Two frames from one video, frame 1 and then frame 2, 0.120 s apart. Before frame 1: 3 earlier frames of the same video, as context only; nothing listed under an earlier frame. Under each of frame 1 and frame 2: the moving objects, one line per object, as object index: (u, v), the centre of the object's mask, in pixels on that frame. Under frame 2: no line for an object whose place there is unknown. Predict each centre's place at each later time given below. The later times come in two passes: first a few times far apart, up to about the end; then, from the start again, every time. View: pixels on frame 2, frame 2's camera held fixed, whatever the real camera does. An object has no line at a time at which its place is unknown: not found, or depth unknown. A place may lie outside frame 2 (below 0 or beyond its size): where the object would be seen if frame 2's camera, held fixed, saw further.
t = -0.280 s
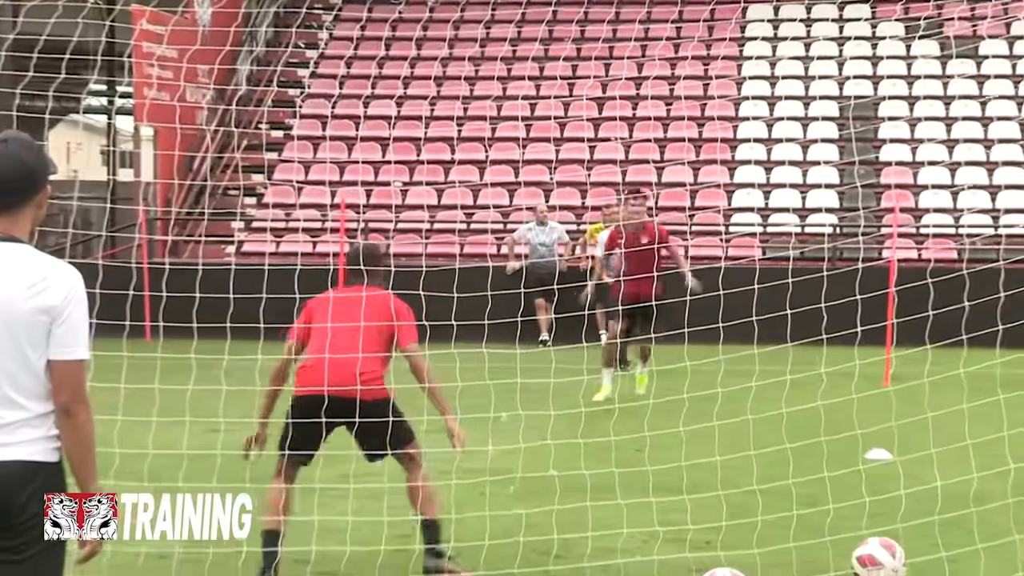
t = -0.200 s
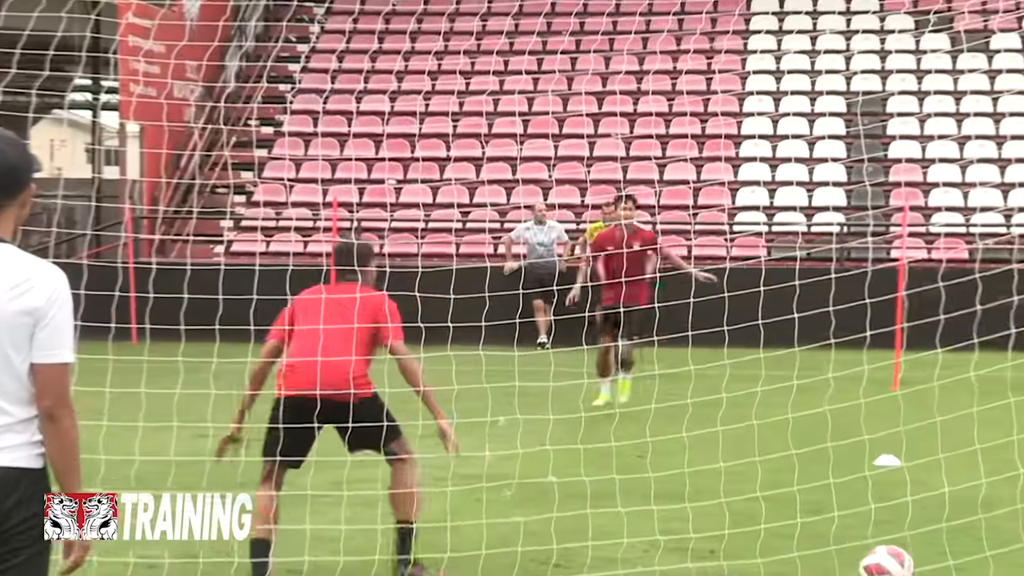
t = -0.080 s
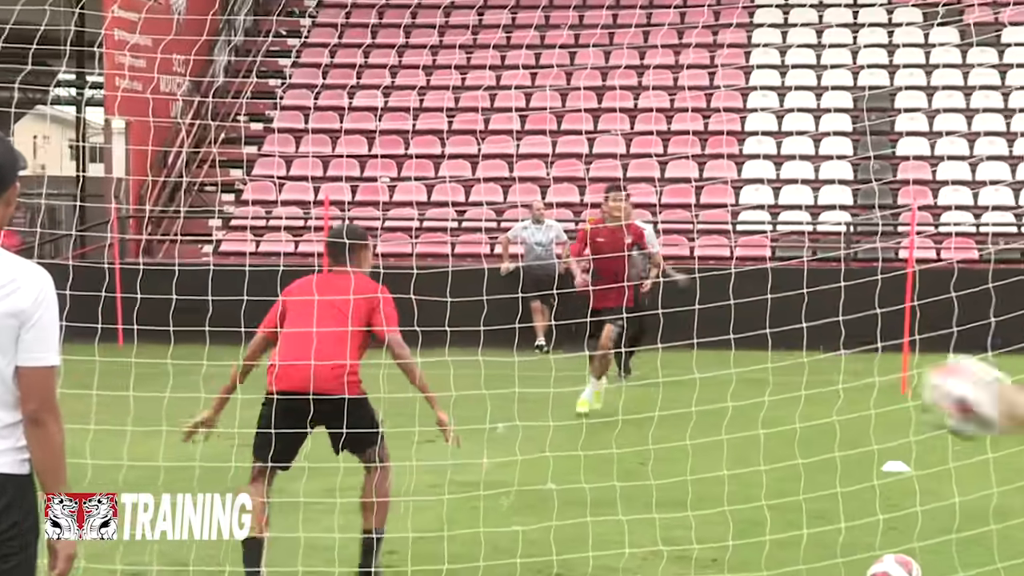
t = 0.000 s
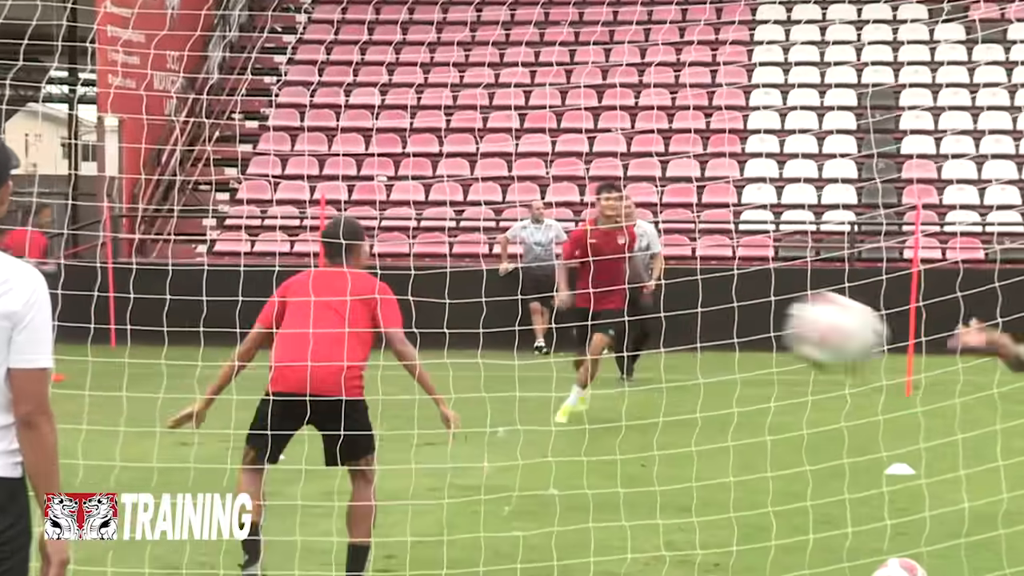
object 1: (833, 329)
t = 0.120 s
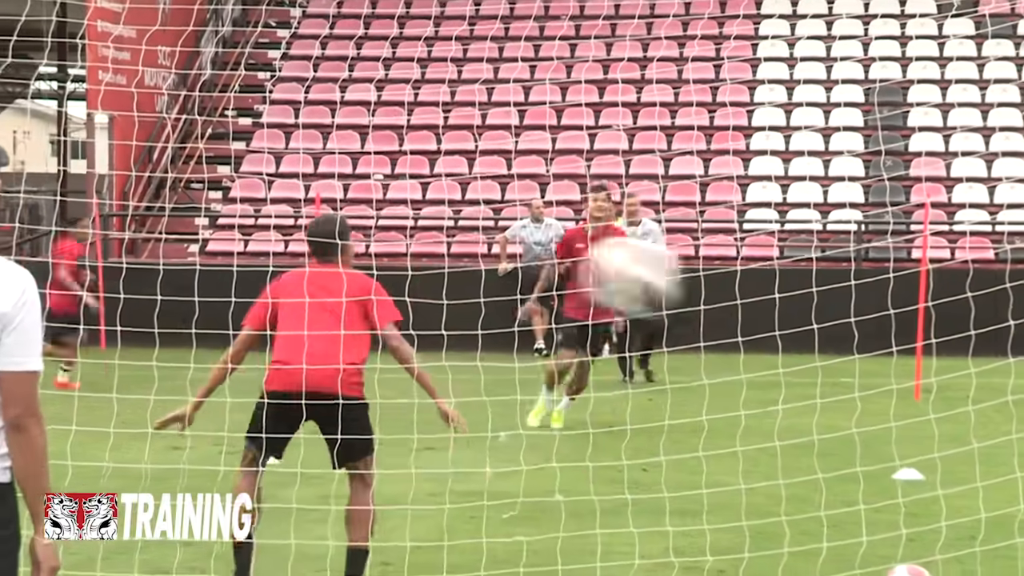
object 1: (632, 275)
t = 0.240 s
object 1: (424, 266)
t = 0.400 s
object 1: (150, 333)
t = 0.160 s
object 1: (566, 267)
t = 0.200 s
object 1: (491, 263)
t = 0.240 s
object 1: (424, 266)
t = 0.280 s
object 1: (358, 275)
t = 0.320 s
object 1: (287, 291)
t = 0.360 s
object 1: (221, 312)
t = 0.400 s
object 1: (150, 333)
